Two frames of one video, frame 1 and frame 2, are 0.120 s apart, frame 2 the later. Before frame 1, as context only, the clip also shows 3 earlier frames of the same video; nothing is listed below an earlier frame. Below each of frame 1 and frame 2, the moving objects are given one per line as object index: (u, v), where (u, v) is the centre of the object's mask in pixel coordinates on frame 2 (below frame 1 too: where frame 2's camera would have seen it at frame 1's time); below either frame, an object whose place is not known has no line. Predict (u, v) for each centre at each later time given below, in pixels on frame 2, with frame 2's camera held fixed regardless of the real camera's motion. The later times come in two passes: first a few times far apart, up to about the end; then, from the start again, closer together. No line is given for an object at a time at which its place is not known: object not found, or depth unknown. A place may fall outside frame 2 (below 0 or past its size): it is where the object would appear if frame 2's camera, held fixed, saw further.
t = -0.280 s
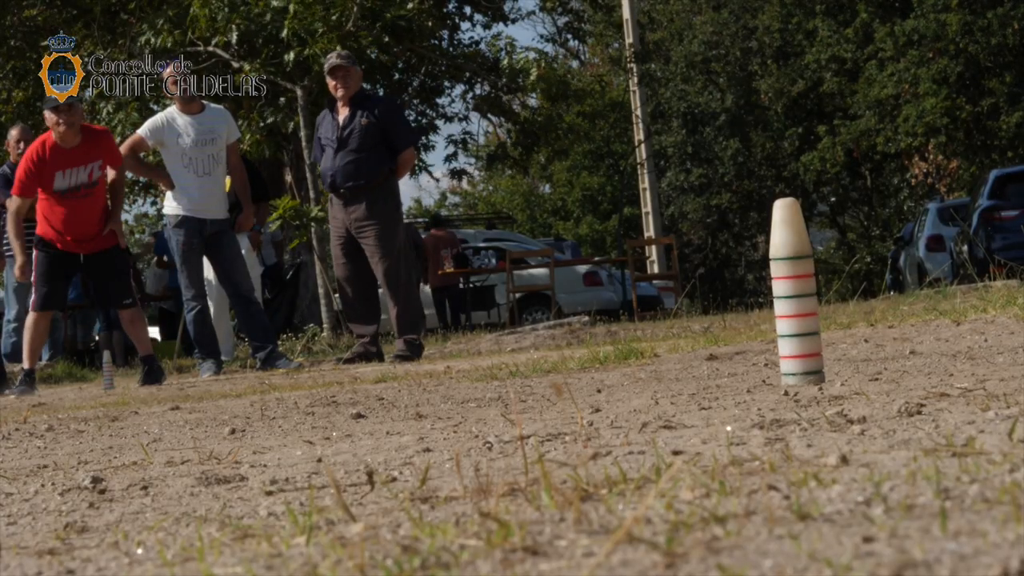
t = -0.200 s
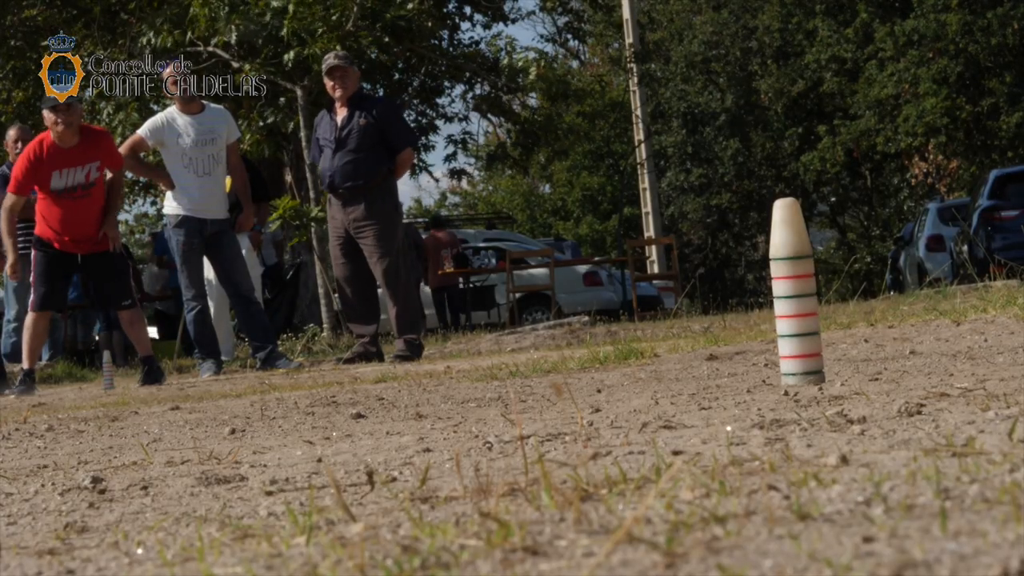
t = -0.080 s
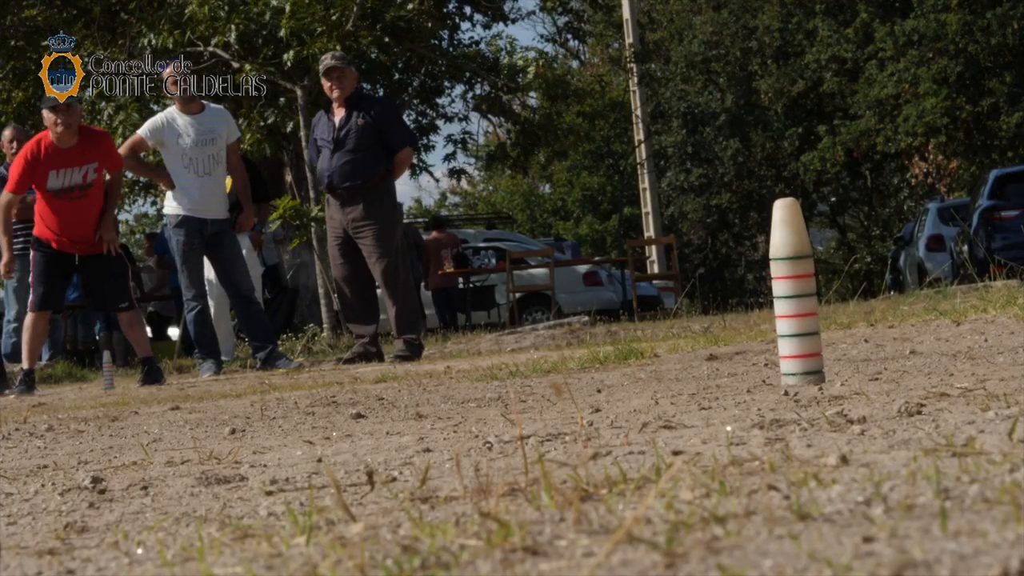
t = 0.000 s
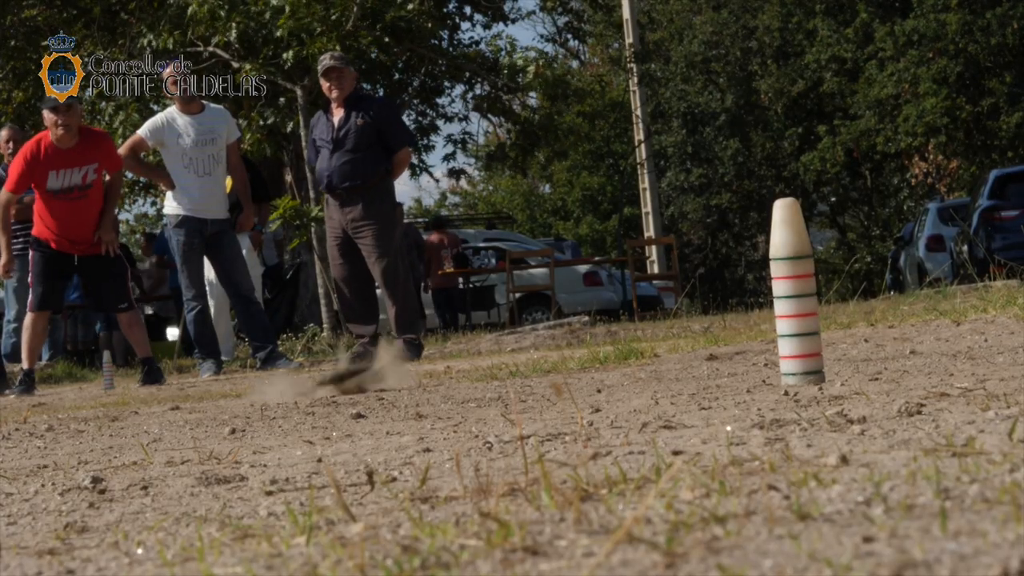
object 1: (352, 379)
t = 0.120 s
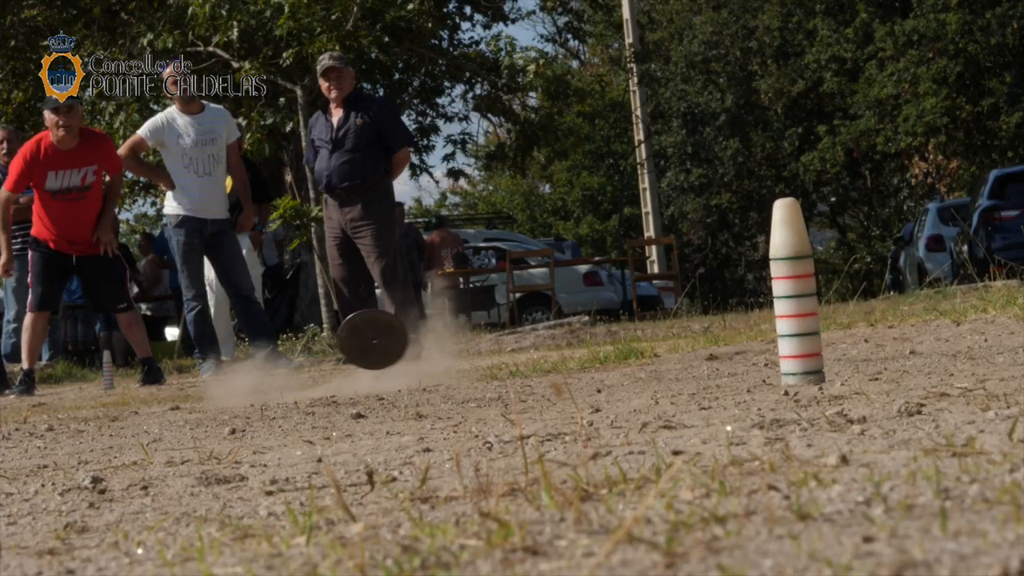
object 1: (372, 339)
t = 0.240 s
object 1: (413, 374)
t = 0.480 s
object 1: (505, 391)
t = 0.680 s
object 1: (560, 395)
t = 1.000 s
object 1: (714, 389)
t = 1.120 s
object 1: (733, 391)
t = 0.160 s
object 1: (385, 342)
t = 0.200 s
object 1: (399, 356)
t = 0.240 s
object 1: (413, 374)
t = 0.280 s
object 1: (430, 394)
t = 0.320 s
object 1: (449, 394)
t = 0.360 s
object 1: (461, 395)
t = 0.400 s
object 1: (476, 395)
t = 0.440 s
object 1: (486, 394)
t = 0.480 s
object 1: (505, 391)
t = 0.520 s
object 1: (529, 388)
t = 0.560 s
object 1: (533, 394)
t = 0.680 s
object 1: (560, 395)
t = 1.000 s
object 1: (714, 389)
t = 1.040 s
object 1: (715, 390)
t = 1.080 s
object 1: (723, 392)
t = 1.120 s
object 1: (733, 391)
